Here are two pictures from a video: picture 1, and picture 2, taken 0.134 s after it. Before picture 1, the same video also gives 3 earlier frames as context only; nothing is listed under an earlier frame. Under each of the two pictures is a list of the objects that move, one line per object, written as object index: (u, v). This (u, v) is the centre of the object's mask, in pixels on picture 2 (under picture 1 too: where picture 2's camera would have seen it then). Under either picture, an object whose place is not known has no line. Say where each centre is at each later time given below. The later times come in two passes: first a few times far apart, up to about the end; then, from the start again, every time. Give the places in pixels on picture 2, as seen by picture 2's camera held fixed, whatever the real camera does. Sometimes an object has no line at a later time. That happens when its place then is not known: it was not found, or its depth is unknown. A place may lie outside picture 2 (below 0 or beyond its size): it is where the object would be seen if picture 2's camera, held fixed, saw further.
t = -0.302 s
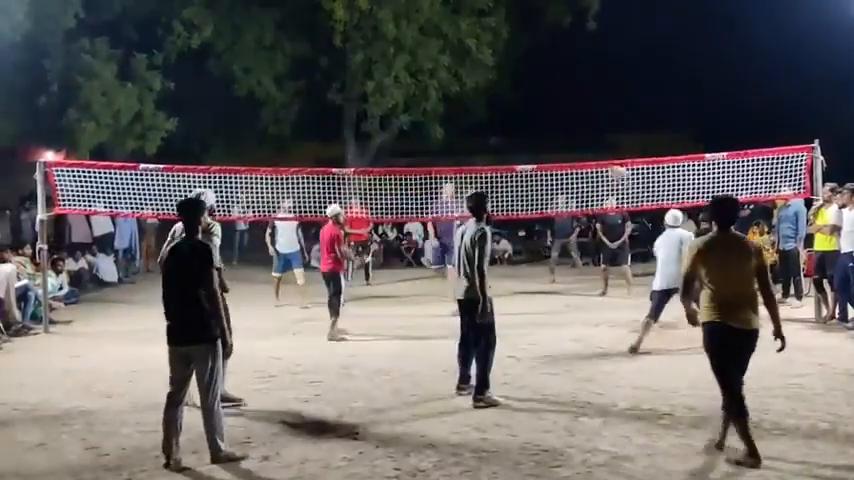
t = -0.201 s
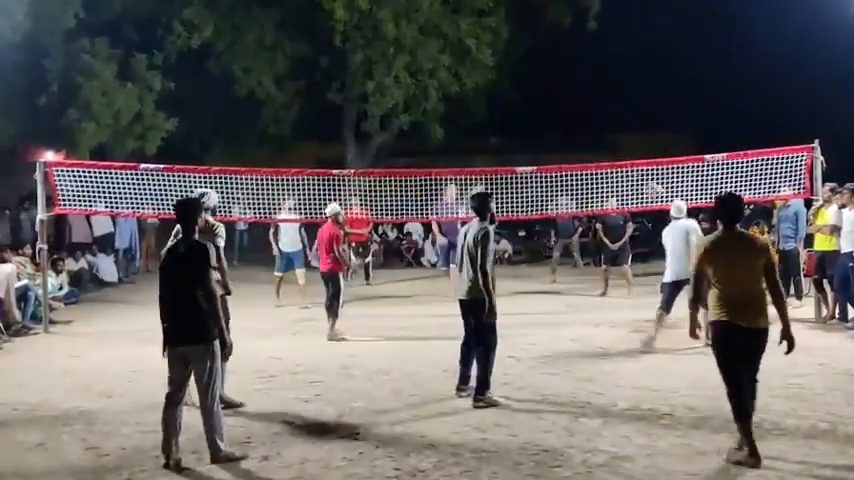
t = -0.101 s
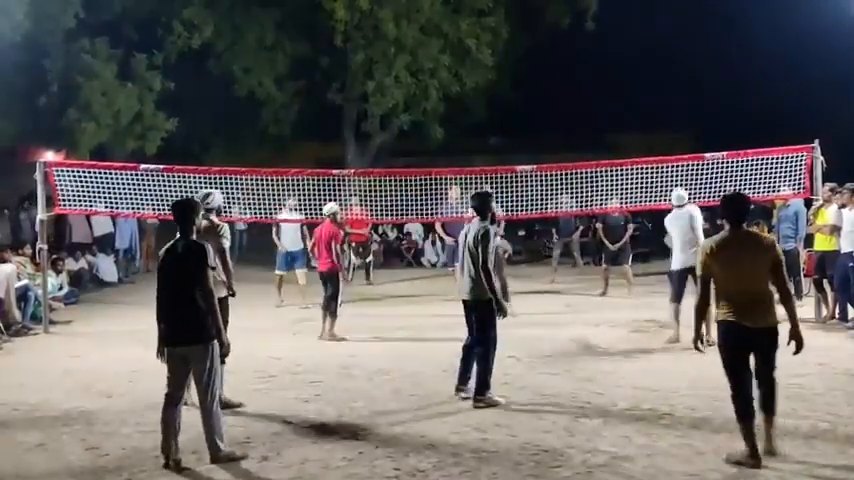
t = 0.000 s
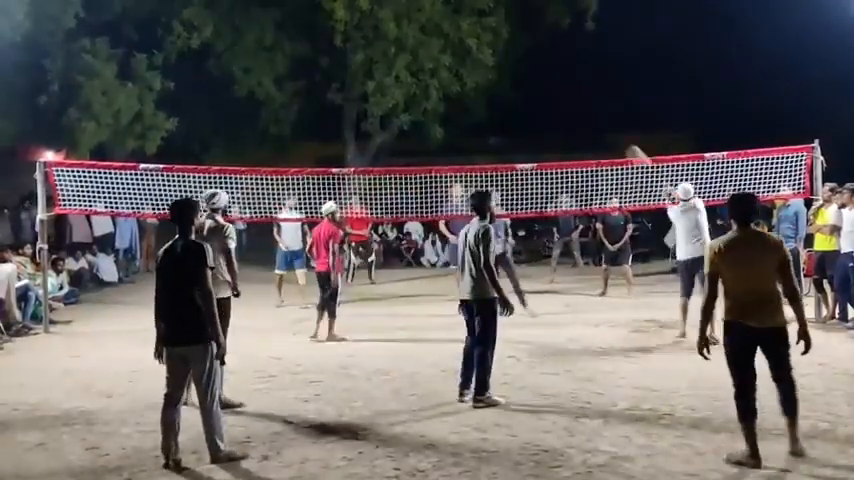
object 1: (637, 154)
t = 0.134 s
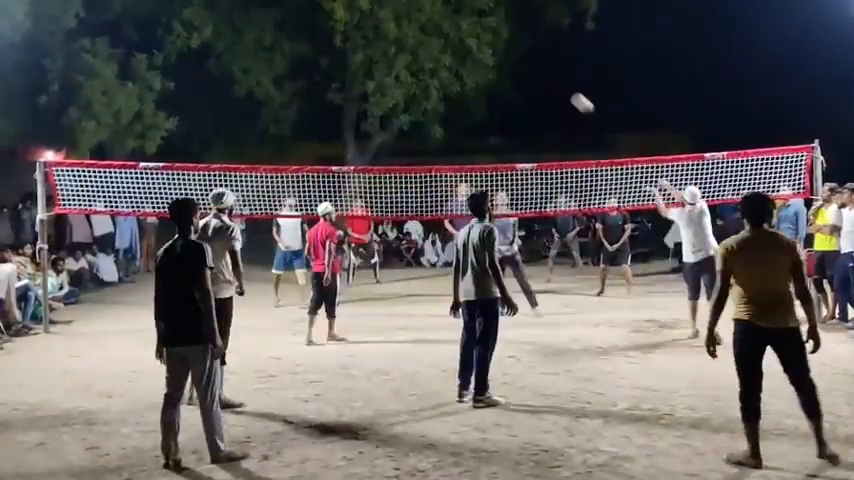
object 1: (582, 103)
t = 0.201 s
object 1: (557, 83)
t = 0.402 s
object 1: (490, 48)
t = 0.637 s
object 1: (429, 46)
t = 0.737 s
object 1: (407, 55)
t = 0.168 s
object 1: (569, 93)
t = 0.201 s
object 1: (557, 83)
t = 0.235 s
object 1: (544, 75)
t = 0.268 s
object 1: (533, 68)
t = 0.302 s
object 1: (522, 62)
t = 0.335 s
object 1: (511, 56)
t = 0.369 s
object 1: (501, 52)
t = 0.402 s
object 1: (490, 48)
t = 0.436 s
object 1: (481, 45)
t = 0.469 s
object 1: (472, 43)
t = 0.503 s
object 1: (464, 43)
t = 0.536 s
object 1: (454, 43)
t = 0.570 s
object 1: (446, 43)
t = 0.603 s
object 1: (437, 44)
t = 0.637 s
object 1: (429, 46)
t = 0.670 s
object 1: (422, 48)
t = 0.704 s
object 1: (415, 51)
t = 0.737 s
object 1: (407, 55)
